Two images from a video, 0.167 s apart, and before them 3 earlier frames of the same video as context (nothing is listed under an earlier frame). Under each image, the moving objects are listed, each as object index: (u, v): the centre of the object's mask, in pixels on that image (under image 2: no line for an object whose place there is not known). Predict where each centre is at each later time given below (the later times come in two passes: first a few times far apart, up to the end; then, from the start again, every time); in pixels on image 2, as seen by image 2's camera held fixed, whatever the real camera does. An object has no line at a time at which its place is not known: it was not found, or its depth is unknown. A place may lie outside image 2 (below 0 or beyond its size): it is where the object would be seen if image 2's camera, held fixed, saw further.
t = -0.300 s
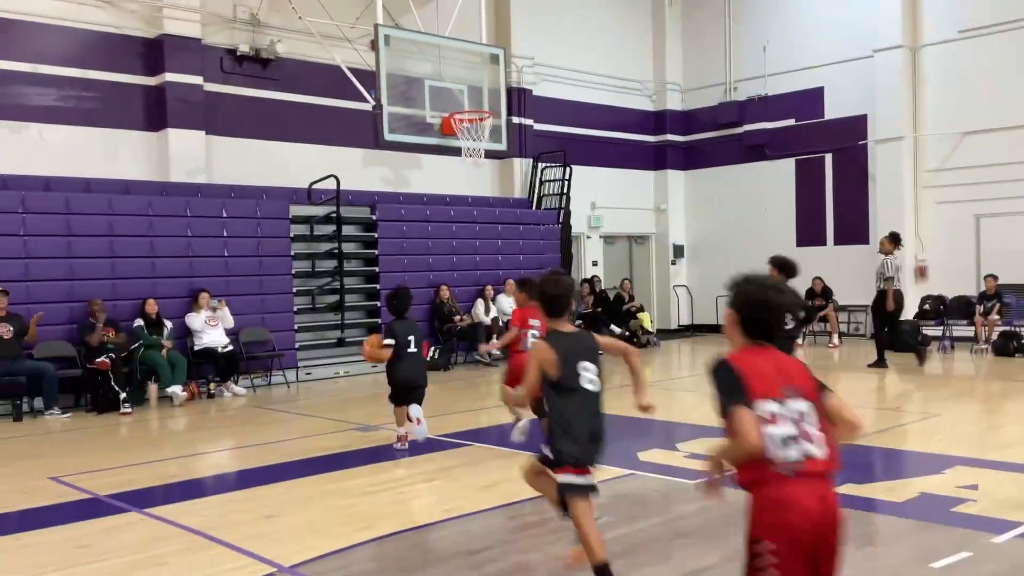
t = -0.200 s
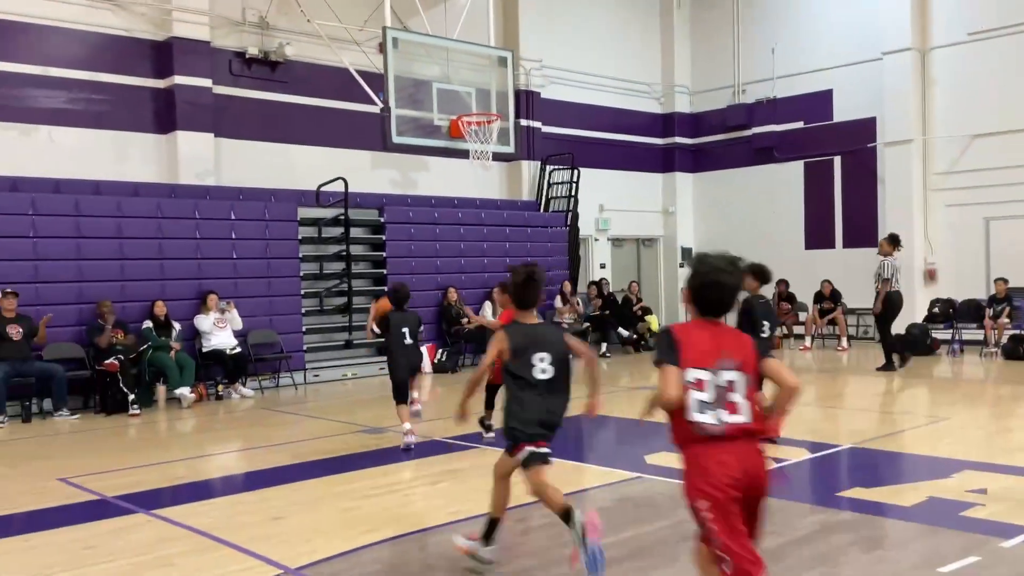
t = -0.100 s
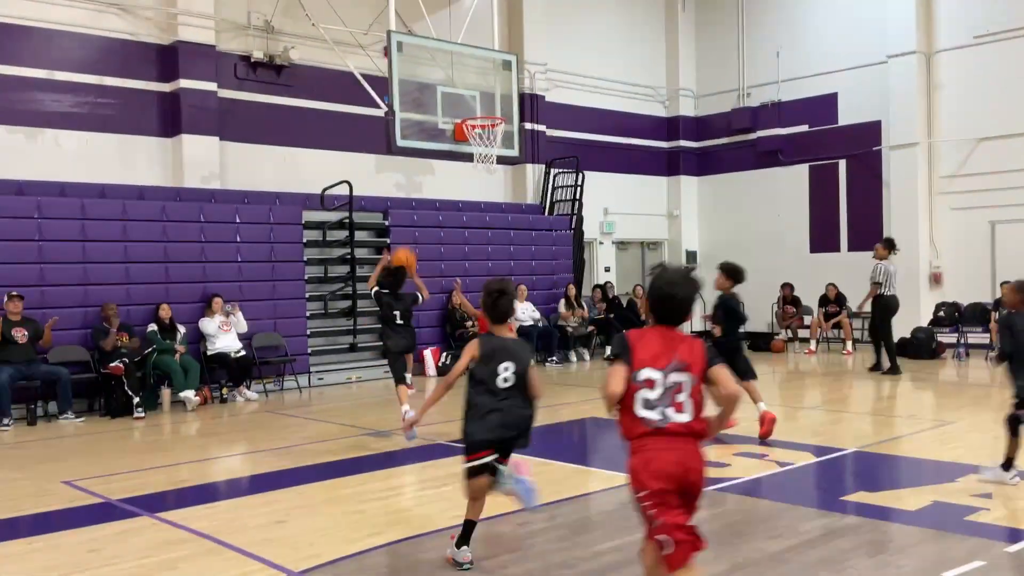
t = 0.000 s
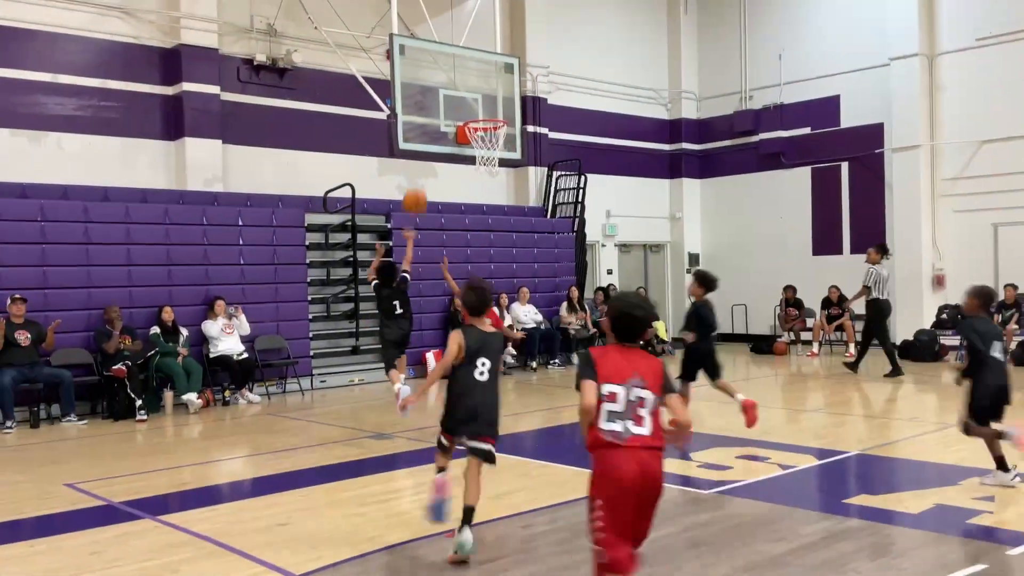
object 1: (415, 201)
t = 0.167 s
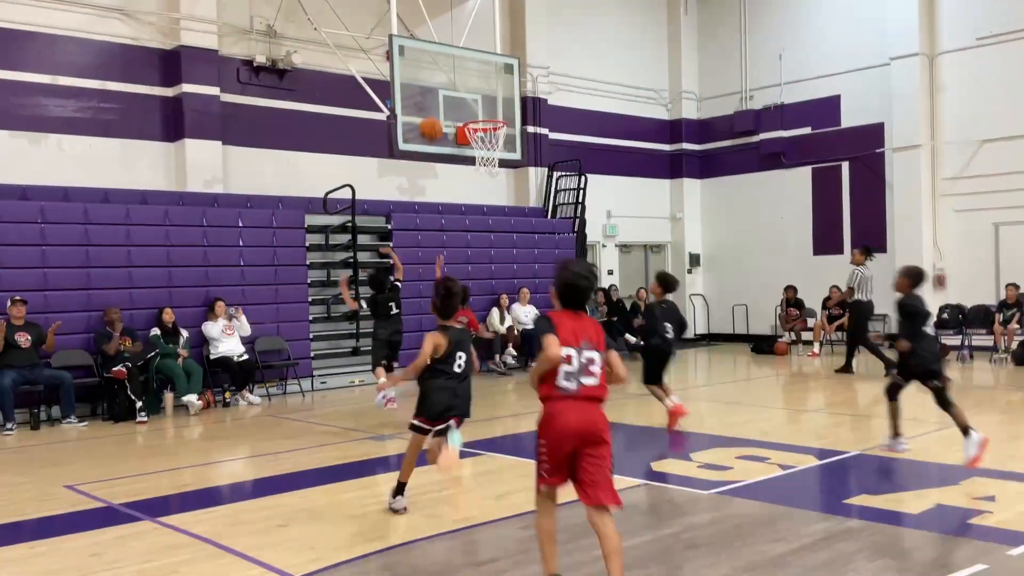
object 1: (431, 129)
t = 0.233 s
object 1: (436, 110)
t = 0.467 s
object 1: (455, 83)
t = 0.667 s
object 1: (488, 94)
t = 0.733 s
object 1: (501, 104)
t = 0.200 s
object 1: (433, 119)
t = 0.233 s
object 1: (436, 110)
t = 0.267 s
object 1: (439, 103)
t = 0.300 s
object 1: (442, 96)
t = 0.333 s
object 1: (445, 91)
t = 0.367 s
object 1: (447, 87)
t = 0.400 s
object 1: (450, 85)
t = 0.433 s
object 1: (453, 83)
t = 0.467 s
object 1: (455, 83)
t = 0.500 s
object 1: (458, 83)
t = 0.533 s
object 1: (461, 84)
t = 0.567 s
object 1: (468, 85)
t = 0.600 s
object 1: (474, 87)
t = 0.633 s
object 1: (482, 90)
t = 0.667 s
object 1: (488, 94)
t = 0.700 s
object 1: (495, 98)
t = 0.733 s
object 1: (501, 104)
